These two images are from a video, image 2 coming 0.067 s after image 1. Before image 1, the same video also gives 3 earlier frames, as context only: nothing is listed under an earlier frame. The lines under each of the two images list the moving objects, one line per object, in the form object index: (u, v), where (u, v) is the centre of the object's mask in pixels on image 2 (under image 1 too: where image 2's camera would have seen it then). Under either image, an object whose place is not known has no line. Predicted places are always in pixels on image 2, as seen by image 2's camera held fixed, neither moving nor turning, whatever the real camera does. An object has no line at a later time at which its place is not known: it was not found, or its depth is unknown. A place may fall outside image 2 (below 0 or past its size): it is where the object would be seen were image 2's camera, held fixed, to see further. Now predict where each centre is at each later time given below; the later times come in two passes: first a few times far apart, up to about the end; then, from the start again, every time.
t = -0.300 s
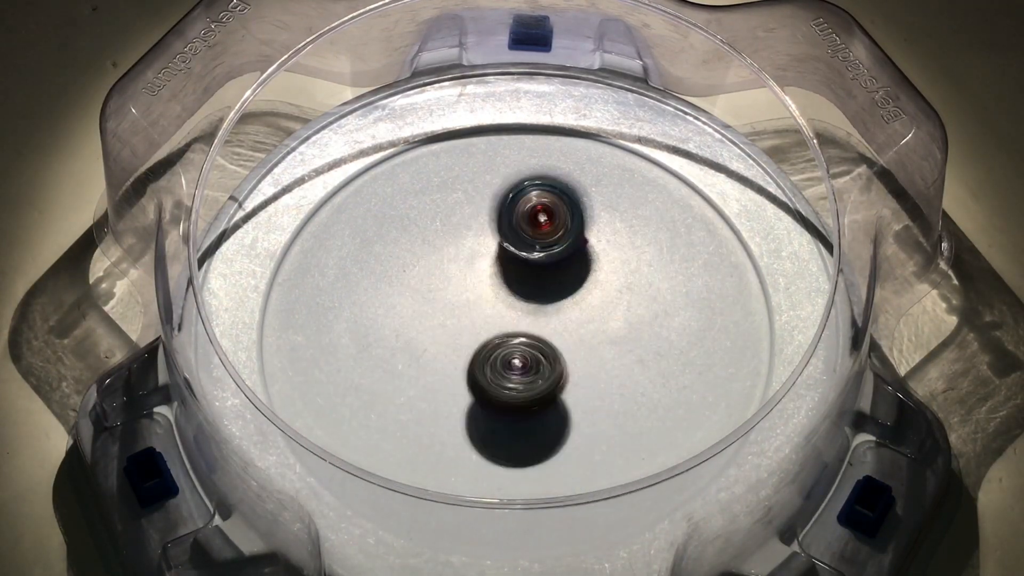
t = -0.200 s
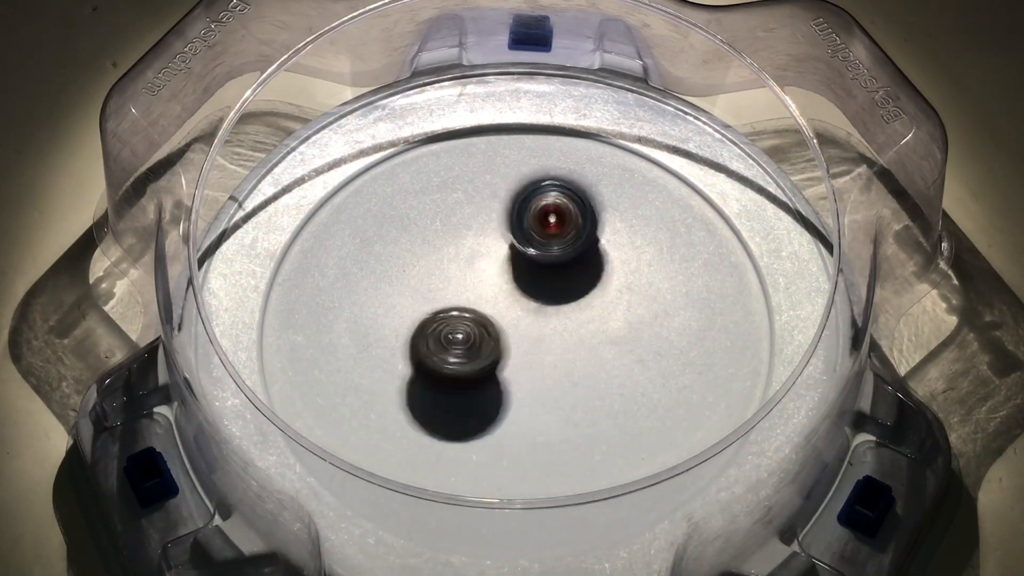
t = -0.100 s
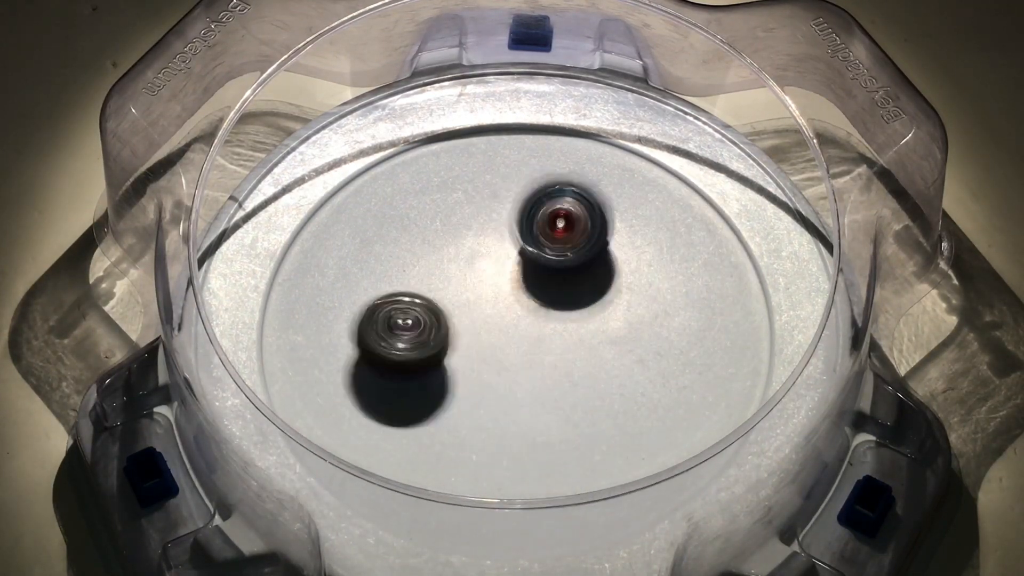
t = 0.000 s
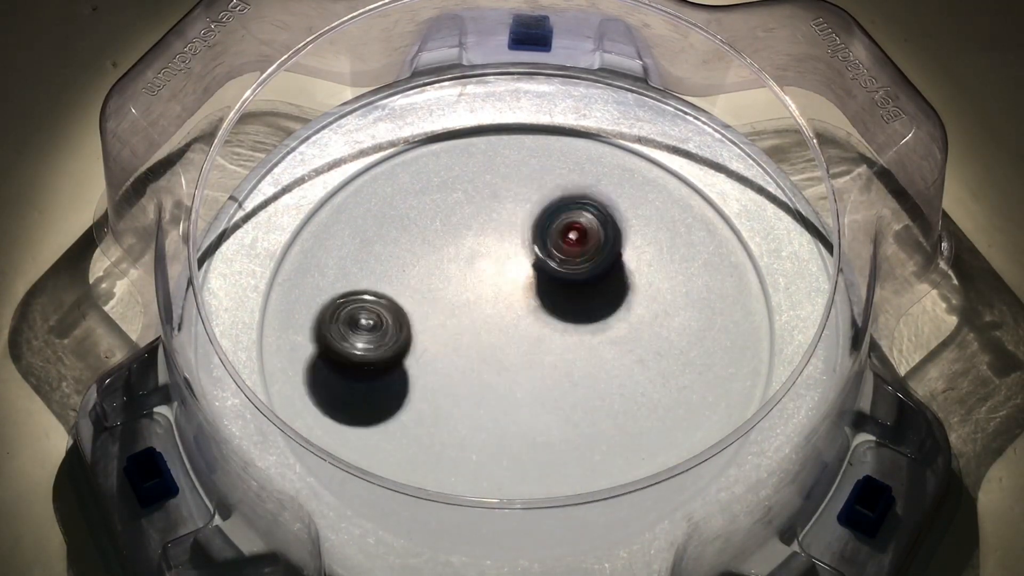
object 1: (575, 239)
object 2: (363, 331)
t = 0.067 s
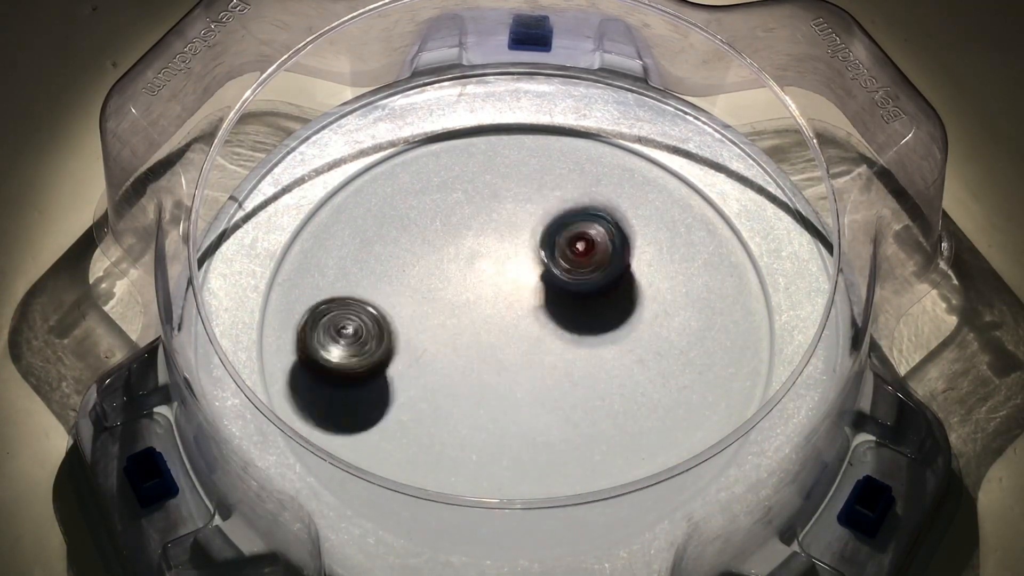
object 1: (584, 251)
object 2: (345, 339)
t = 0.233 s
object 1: (598, 283)
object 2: (365, 372)
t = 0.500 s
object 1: (600, 345)
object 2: (500, 287)
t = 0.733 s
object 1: (583, 389)
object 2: (463, 179)
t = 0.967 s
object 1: (538, 400)
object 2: (410, 251)
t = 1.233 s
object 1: (506, 483)
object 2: (523, 215)
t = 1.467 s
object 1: (481, 464)
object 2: (494, 161)
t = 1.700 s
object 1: (461, 411)
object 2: (498, 282)
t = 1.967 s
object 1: (426, 338)
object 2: (668, 322)
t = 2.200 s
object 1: (438, 277)
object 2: (692, 267)
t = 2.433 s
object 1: (466, 227)
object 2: (549, 318)
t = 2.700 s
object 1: (501, 207)
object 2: (530, 468)
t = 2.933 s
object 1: (541, 236)
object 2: (590, 443)
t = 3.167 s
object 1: (591, 275)
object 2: (439, 337)
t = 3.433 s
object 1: (578, 324)
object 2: (339, 306)
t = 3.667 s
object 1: (512, 381)
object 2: (368, 287)
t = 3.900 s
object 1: (451, 410)
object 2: (483, 254)
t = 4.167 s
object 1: (441, 380)
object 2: (573, 218)
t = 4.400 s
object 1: (453, 320)
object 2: (590, 253)
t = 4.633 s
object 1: (478, 253)
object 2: (577, 336)
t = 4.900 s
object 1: (520, 243)
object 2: (562, 397)
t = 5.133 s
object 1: (548, 275)
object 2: (511, 389)
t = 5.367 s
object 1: (575, 336)
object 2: (451, 350)
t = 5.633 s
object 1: (561, 389)
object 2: (417, 308)
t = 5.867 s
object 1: (513, 394)
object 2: (452, 293)
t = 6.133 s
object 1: (448, 392)
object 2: (527, 218)
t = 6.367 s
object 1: (430, 358)
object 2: (534, 253)
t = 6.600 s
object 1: (379, 315)
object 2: (625, 312)
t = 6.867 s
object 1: (433, 298)
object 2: (624, 319)
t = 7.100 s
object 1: (509, 272)
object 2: (584, 354)
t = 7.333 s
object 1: (529, 274)
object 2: (551, 378)
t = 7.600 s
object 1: (529, 294)
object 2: (510, 379)
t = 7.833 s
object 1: (528, 283)
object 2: (489, 382)
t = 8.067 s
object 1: (513, 281)
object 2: (490, 374)
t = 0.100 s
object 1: (587, 257)
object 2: (338, 344)
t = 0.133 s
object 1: (591, 262)
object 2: (338, 353)
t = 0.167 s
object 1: (593, 268)
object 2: (340, 362)
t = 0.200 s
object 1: (596, 276)
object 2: (350, 366)
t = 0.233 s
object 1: (598, 283)
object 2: (365, 372)
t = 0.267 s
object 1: (599, 290)
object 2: (380, 374)
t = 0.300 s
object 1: (601, 297)
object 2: (400, 372)
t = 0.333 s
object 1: (601, 304)
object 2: (423, 366)
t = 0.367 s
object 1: (601, 311)
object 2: (443, 356)
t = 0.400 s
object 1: (601, 319)
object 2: (461, 343)
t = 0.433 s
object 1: (601, 327)
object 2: (480, 326)
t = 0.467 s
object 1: (599, 335)
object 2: (493, 309)
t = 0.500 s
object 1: (600, 345)
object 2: (500, 287)
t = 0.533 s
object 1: (601, 356)
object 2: (504, 264)
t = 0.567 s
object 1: (601, 364)
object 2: (503, 244)
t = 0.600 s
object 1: (598, 372)
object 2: (499, 225)
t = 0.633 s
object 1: (596, 377)
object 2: (495, 207)
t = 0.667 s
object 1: (592, 382)
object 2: (487, 197)
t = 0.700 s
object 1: (588, 386)
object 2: (476, 186)
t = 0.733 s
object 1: (583, 389)
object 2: (463, 179)
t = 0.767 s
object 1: (579, 392)
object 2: (451, 175)
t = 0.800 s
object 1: (573, 394)
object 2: (435, 178)
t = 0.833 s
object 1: (568, 396)
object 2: (423, 182)
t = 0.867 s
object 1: (561, 398)
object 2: (413, 194)
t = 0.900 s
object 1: (554, 399)
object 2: (407, 212)
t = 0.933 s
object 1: (547, 400)
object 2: (405, 231)
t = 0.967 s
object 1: (538, 400)
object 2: (410, 251)
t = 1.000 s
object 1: (530, 400)
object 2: (424, 271)
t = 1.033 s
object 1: (522, 400)
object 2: (442, 294)
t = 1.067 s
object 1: (516, 401)
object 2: (461, 311)
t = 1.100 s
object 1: (514, 425)
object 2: (478, 298)
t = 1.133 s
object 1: (514, 453)
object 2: (494, 271)
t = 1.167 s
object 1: (513, 467)
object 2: (508, 252)
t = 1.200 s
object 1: (510, 472)
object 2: (517, 233)
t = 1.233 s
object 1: (506, 483)
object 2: (523, 215)
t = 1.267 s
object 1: (502, 485)
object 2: (527, 198)
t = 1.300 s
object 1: (499, 485)
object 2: (527, 185)
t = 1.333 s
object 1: (497, 474)
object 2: (525, 171)
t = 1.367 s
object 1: (492, 472)
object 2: (519, 164)
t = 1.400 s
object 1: (488, 471)
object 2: (511, 158)
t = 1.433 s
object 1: (485, 468)
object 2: (503, 157)
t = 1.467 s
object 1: (481, 464)
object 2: (494, 161)
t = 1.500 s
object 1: (478, 460)
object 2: (487, 168)
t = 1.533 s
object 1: (474, 454)
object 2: (482, 182)
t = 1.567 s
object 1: (471, 447)
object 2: (477, 201)
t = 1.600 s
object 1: (468, 439)
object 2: (476, 222)
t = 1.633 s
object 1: (465, 430)
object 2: (479, 242)
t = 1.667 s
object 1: (463, 421)
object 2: (486, 262)
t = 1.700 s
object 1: (461, 411)
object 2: (498, 282)
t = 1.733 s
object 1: (460, 399)
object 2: (514, 302)
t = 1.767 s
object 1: (454, 388)
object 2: (532, 319)
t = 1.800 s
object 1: (442, 380)
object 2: (561, 325)
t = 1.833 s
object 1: (434, 371)
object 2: (588, 328)
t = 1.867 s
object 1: (431, 364)
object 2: (612, 330)
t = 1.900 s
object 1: (428, 356)
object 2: (634, 330)
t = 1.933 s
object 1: (426, 346)
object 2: (652, 327)
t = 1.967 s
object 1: (426, 338)
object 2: (668, 322)
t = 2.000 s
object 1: (426, 329)
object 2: (681, 316)
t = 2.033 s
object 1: (426, 321)
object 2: (693, 308)
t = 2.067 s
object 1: (427, 311)
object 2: (702, 300)
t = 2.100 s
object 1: (429, 303)
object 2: (707, 292)
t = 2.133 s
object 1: (432, 293)
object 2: (708, 283)
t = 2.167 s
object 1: (434, 285)
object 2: (702, 274)
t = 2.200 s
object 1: (438, 277)
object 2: (692, 267)
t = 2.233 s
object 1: (442, 271)
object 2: (677, 262)
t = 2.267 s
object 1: (447, 264)
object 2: (657, 260)
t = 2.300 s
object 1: (452, 258)
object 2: (634, 263)
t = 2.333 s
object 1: (457, 252)
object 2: (610, 269)
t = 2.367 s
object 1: (463, 247)
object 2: (585, 278)
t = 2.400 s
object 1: (469, 243)
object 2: (561, 291)
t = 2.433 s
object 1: (466, 227)
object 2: (549, 318)
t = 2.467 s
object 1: (466, 216)
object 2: (539, 345)
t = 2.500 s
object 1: (470, 211)
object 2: (531, 369)
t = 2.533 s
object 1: (475, 207)
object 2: (524, 392)
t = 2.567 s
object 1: (479, 205)
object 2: (521, 413)
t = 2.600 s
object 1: (484, 204)
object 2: (519, 431)
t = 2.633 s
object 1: (490, 204)
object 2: (520, 447)
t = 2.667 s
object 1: (495, 205)
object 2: (524, 460)
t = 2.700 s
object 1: (501, 207)
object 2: (530, 468)
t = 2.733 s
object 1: (506, 208)
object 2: (539, 473)
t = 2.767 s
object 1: (512, 212)
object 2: (552, 493)
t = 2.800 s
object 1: (518, 215)
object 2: (566, 495)
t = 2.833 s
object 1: (524, 219)
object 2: (581, 491)
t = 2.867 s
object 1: (530, 224)
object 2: (590, 478)
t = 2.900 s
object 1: (535, 230)
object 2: (592, 458)
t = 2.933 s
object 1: (541, 236)
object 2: (590, 443)
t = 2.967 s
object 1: (546, 243)
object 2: (582, 421)
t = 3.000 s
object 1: (552, 252)
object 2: (568, 401)
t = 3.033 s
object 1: (555, 262)
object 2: (550, 379)
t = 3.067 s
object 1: (560, 273)
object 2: (530, 360)
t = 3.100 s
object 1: (572, 273)
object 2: (500, 351)
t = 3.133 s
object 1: (585, 273)
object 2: (468, 344)
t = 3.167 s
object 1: (591, 275)
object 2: (439, 337)
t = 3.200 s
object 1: (594, 280)
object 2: (414, 330)
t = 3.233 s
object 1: (596, 285)
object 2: (392, 327)
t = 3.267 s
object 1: (596, 291)
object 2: (378, 319)
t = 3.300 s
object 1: (595, 296)
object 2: (365, 317)
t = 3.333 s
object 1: (592, 303)
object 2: (356, 314)
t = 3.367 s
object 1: (590, 310)
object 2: (349, 310)
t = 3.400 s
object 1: (585, 317)
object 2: (343, 308)
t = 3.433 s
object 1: (578, 324)
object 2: (339, 306)
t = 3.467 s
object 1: (570, 330)
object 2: (337, 304)
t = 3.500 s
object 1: (563, 339)
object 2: (336, 302)
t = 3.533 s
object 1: (554, 347)
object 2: (338, 300)
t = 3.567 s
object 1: (544, 353)
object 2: (342, 296)
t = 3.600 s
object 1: (535, 363)
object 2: (348, 293)
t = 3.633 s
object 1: (523, 370)
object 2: (357, 289)
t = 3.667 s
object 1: (512, 381)
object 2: (368, 287)
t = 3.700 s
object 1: (502, 388)
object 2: (382, 284)
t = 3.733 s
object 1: (491, 395)
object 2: (399, 282)
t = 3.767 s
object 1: (480, 402)
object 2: (415, 275)
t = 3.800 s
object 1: (471, 406)
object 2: (431, 269)
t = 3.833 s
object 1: (463, 410)
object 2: (448, 267)
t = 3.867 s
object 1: (456, 410)
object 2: (465, 260)
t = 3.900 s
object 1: (451, 410)
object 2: (483, 254)
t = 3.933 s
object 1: (447, 408)
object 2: (500, 247)
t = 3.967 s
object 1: (444, 405)
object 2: (514, 241)
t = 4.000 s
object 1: (442, 401)
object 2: (527, 236)
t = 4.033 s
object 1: (441, 398)
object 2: (539, 231)
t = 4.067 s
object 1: (440, 394)
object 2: (549, 226)
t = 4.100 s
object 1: (440, 391)
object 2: (559, 221)
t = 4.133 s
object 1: (440, 386)
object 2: (567, 219)
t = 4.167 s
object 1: (441, 380)
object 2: (573, 218)
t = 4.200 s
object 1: (441, 374)
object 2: (579, 218)
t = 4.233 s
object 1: (443, 367)
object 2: (584, 221)
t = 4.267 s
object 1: (444, 360)
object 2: (588, 223)
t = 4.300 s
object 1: (446, 351)
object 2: (590, 228)
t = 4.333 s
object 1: (448, 341)
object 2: (589, 235)
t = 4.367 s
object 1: (451, 331)
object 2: (589, 243)
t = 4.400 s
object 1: (453, 320)
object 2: (590, 253)
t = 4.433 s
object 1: (455, 309)
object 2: (589, 264)
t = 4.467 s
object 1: (458, 298)
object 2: (586, 274)
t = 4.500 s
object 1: (461, 287)
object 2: (584, 287)
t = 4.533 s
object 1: (465, 277)
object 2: (584, 299)
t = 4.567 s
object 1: (469, 268)
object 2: (582, 312)
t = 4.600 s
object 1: (473, 260)
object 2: (579, 322)
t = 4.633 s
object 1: (478, 253)
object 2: (577, 336)
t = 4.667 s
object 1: (483, 248)
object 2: (576, 347)
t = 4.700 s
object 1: (489, 244)
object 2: (576, 358)
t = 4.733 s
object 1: (495, 241)
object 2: (575, 366)
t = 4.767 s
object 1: (500, 239)
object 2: (573, 376)
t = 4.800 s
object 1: (506, 239)
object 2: (571, 384)
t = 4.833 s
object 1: (511, 239)
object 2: (570, 390)
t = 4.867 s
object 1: (516, 241)
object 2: (568, 392)
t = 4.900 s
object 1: (520, 243)
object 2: (562, 397)
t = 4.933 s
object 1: (524, 246)
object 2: (557, 401)
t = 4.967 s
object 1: (528, 248)
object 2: (553, 402)
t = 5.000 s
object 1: (532, 253)
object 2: (545, 399)
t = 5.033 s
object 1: (537, 257)
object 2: (536, 398)
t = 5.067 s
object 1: (540, 264)
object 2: (528, 396)
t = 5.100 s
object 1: (544, 269)
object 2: (521, 394)
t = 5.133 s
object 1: (548, 275)
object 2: (511, 389)
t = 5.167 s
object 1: (551, 283)
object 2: (501, 387)
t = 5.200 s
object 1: (554, 291)
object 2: (492, 383)
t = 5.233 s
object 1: (558, 299)
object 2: (484, 375)
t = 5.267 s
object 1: (562, 308)
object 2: (474, 369)
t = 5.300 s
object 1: (567, 318)
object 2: (466, 365)
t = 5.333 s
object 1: (572, 327)
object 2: (459, 357)
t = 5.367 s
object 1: (575, 336)
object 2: (451, 350)
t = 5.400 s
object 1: (576, 344)
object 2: (443, 344)
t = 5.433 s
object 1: (577, 353)
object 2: (438, 338)
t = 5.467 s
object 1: (578, 361)
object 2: (433, 331)
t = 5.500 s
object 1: (577, 369)
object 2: (426, 326)
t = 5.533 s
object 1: (575, 375)
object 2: (422, 321)
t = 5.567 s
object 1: (571, 379)
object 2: (420, 317)
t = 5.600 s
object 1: (567, 384)
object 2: (418, 312)
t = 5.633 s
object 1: (561, 389)
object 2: (417, 308)
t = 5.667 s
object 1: (556, 392)
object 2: (419, 306)
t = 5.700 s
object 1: (550, 393)
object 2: (421, 303)
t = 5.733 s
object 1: (543, 395)
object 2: (424, 300)
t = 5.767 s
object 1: (535, 395)
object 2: (430, 298)
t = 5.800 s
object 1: (528, 395)
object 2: (435, 295)
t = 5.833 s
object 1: (520, 394)
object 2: (442, 293)
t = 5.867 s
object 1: (513, 394)
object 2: (452, 293)
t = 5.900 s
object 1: (503, 391)
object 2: (460, 291)
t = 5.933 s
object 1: (495, 388)
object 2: (469, 289)
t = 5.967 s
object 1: (488, 384)
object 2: (480, 286)
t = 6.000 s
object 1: (477, 391)
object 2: (490, 253)
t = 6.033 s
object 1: (467, 397)
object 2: (504, 230)
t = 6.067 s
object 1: (461, 396)
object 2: (512, 221)
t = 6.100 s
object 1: (454, 394)
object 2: (524, 226)
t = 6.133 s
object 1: (448, 392)
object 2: (527, 218)
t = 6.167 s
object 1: (442, 390)
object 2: (534, 217)
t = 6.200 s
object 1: (438, 385)
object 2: (536, 216)
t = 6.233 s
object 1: (435, 382)
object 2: (537, 221)
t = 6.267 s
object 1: (432, 377)
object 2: (540, 223)
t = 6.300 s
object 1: (430, 372)
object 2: (538, 234)
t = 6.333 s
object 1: (430, 365)
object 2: (540, 244)
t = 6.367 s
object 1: (430, 358)
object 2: (534, 253)
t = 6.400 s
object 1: (431, 352)
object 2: (536, 268)
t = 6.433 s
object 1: (432, 345)
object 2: (532, 278)
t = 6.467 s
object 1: (431, 336)
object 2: (534, 292)
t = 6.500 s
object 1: (408, 329)
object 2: (562, 301)
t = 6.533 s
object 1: (388, 324)
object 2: (586, 303)
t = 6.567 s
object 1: (380, 320)
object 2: (611, 307)
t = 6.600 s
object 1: (379, 315)
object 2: (625, 312)
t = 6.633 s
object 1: (381, 312)
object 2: (639, 312)
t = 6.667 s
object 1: (383, 309)
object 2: (646, 317)
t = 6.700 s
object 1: (387, 307)
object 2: (648, 313)
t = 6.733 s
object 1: (393, 304)
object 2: (653, 315)
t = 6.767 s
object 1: (400, 301)
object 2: (647, 316)
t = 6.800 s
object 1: (409, 299)
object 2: (645, 315)
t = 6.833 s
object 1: (420, 299)
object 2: (637, 320)
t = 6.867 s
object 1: (433, 298)
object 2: (624, 319)
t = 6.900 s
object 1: (448, 296)
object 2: (621, 321)
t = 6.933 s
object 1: (464, 294)
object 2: (606, 325)
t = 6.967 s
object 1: (481, 294)
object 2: (595, 325)
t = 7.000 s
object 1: (496, 289)
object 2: (592, 333)
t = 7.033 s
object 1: (501, 280)
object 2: (585, 343)
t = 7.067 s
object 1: (504, 273)
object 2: (585, 343)
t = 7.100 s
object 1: (509, 272)
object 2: (584, 354)
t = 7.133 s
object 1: (512, 272)
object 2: (577, 358)
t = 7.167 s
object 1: (516, 272)
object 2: (574, 359)
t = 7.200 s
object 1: (518, 275)
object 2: (573, 358)
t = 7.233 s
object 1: (521, 277)
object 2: (565, 361)
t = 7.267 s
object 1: (524, 278)
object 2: (561, 359)
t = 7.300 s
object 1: (527, 274)
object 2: (554, 369)
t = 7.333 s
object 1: (529, 274)
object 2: (551, 378)
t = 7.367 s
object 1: (531, 276)
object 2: (549, 382)
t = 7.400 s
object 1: (531, 279)
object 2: (547, 386)
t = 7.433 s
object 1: (531, 283)
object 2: (536, 391)
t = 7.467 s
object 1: (531, 286)
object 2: (529, 387)
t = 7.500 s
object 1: (530, 289)
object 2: (527, 384)
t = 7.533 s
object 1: (529, 292)
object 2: (526, 381)
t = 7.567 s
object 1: (528, 294)
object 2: (521, 379)
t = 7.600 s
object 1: (529, 294)
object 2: (510, 379)
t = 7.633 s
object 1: (533, 289)
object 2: (496, 385)
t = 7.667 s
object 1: (537, 285)
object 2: (489, 386)
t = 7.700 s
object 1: (537, 285)
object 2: (488, 385)
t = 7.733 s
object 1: (534, 284)
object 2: (488, 382)
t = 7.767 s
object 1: (532, 283)
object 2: (489, 383)
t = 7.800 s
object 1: (530, 283)
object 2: (489, 381)
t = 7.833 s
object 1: (528, 283)
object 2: (489, 382)
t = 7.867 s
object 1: (526, 282)
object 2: (488, 378)
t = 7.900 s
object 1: (523, 283)
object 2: (488, 376)
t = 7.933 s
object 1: (521, 283)
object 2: (488, 375)
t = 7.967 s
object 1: (519, 281)
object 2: (489, 374)
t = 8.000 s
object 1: (517, 282)
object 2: (490, 374)
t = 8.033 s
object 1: (515, 281)
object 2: (490, 375)
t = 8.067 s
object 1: (513, 281)
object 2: (490, 374)
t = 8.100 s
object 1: (510, 281)
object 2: (490, 375)
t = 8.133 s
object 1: (509, 281)
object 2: (490, 375)
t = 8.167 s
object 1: (507, 280)
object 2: (490, 375)
